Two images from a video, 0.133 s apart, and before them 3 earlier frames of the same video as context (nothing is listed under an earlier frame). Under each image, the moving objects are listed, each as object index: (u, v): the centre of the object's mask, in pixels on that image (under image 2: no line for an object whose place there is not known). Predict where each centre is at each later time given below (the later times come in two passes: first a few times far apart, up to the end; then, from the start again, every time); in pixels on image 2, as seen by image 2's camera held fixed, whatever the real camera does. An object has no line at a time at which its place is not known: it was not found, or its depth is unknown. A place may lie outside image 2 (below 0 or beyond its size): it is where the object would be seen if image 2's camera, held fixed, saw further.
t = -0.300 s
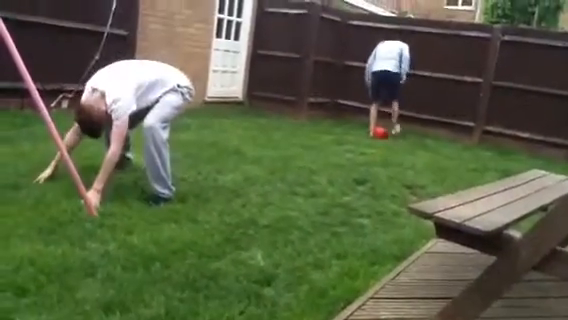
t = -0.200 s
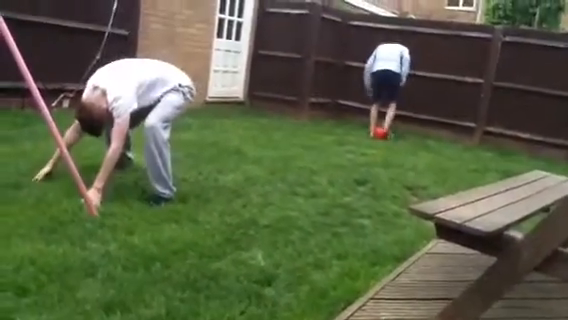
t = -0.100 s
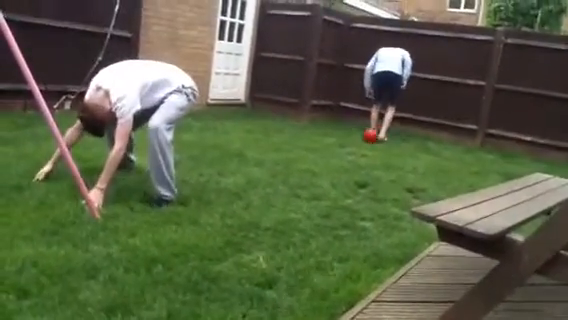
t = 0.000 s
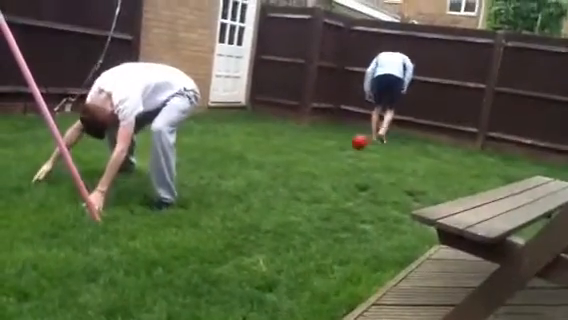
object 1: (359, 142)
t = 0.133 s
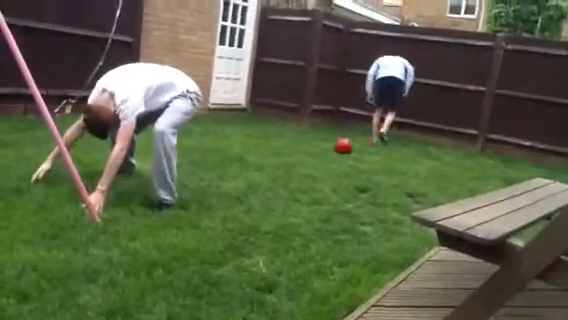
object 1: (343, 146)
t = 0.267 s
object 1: (329, 148)
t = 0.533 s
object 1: (296, 148)
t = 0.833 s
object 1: (260, 154)
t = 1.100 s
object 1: (227, 158)
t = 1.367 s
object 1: (196, 166)
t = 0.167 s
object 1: (340, 147)
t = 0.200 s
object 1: (336, 147)
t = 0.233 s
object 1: (333, 147)
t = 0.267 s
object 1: (329, 148)
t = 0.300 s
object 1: (325, 149)
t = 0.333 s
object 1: (320, 149)
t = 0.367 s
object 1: (315, 150)
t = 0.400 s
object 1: (312, 149)
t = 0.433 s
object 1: (309, 149)
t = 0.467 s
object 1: (305, 149)
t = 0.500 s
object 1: (300, 148)
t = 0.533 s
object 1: (296, 148)
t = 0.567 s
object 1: (292, 150)
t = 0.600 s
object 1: (288, 150)
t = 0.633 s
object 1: (283, 150)
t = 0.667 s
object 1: (280, 151)
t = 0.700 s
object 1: (276, 151)
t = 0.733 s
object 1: (272, 152)
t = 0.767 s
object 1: (267, 153)
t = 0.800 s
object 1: (263, 154)
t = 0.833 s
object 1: (260, 154)
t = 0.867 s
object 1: (254, 155)
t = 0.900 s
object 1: (250, 155)
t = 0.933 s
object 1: (245, 156)
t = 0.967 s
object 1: (241, 157)
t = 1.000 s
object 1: (236, 157)
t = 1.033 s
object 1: (233, 157)
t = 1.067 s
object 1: (230, 158)
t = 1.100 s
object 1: (227, 158)
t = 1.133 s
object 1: (222, 160)
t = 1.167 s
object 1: (218, 161)
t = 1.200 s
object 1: (214, 162)
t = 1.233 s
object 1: (211, 163)
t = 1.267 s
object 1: (206, 163)
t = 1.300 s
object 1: (203, 164)
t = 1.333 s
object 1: (200, 165)
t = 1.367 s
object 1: (196, 166)
